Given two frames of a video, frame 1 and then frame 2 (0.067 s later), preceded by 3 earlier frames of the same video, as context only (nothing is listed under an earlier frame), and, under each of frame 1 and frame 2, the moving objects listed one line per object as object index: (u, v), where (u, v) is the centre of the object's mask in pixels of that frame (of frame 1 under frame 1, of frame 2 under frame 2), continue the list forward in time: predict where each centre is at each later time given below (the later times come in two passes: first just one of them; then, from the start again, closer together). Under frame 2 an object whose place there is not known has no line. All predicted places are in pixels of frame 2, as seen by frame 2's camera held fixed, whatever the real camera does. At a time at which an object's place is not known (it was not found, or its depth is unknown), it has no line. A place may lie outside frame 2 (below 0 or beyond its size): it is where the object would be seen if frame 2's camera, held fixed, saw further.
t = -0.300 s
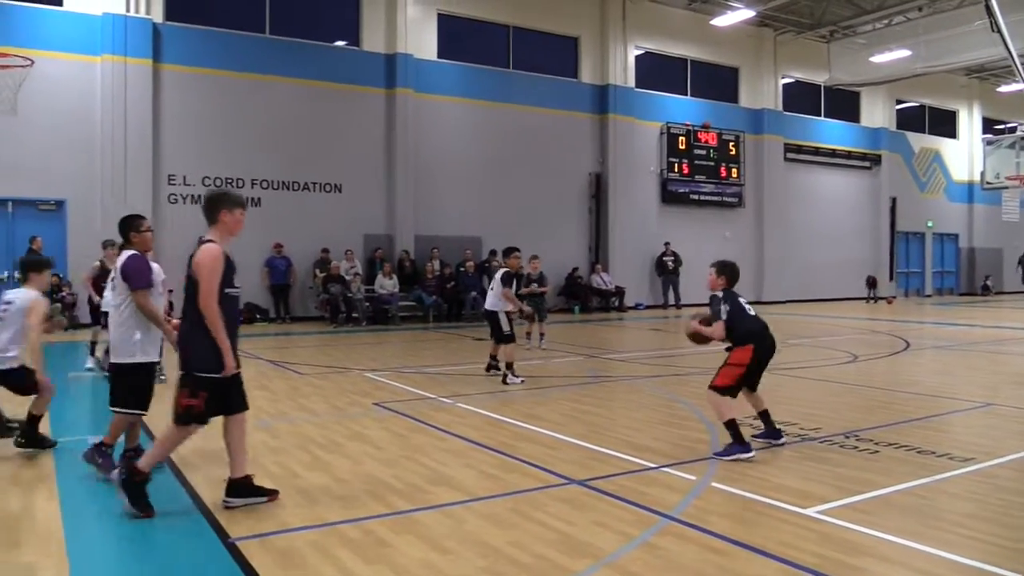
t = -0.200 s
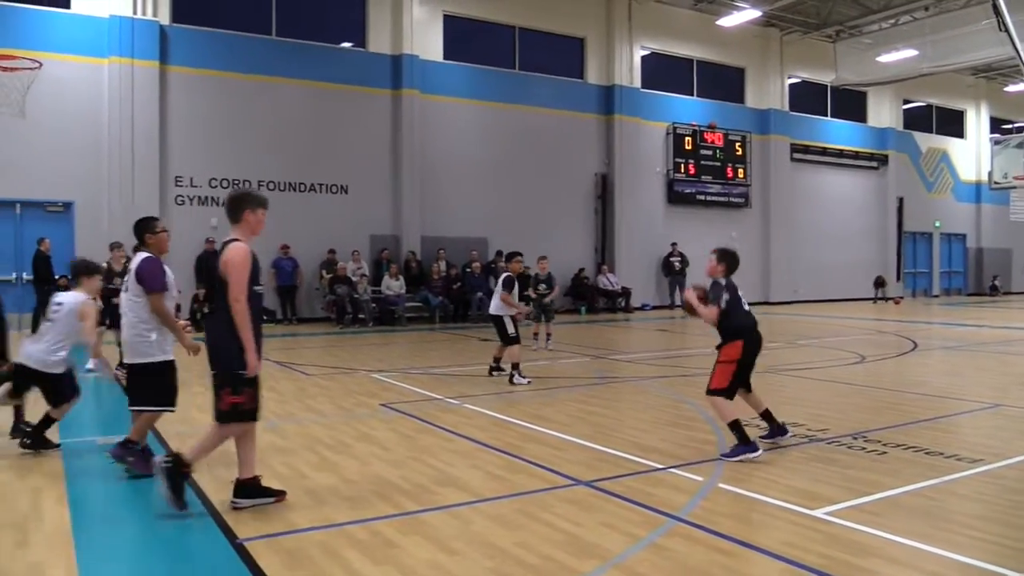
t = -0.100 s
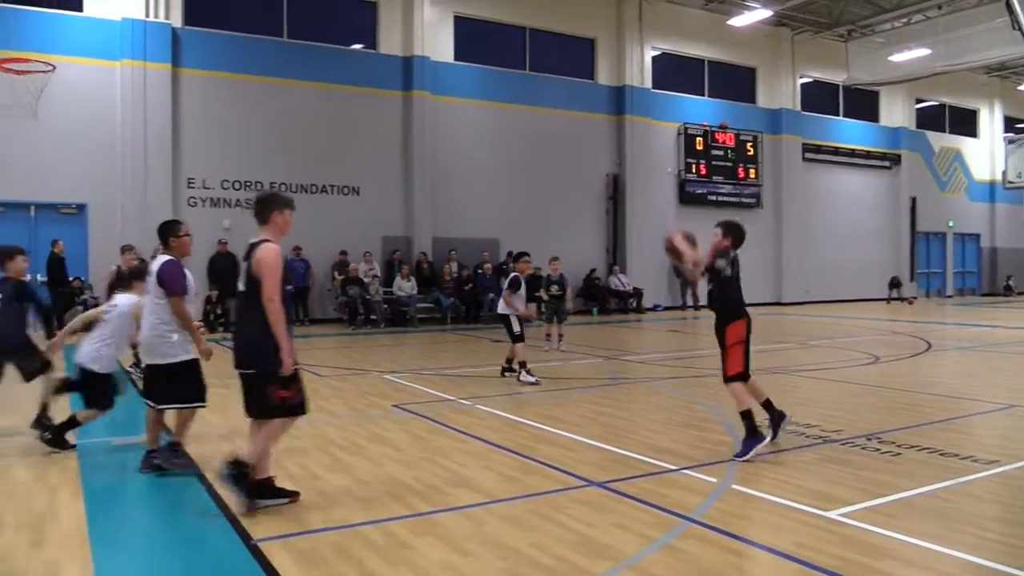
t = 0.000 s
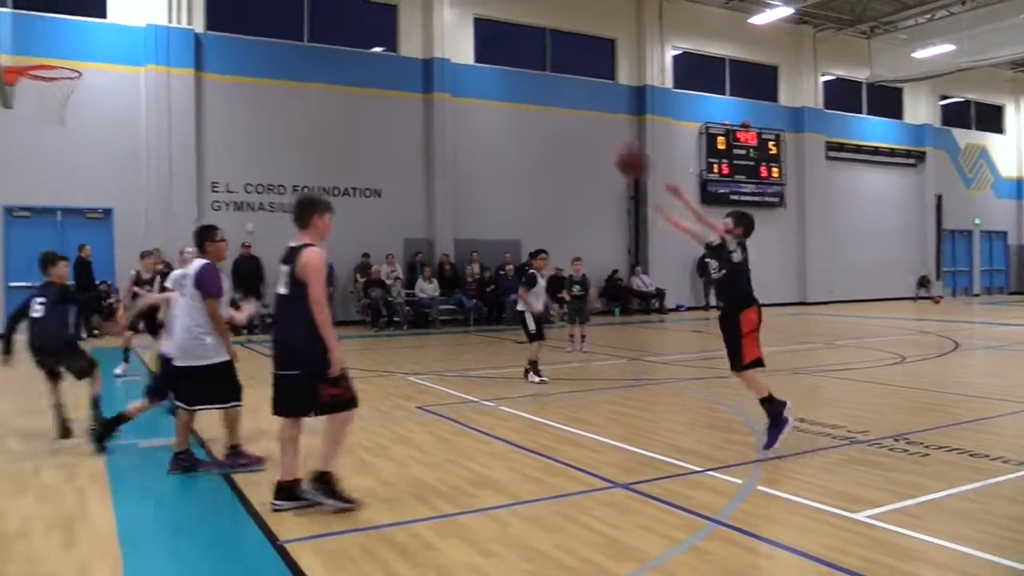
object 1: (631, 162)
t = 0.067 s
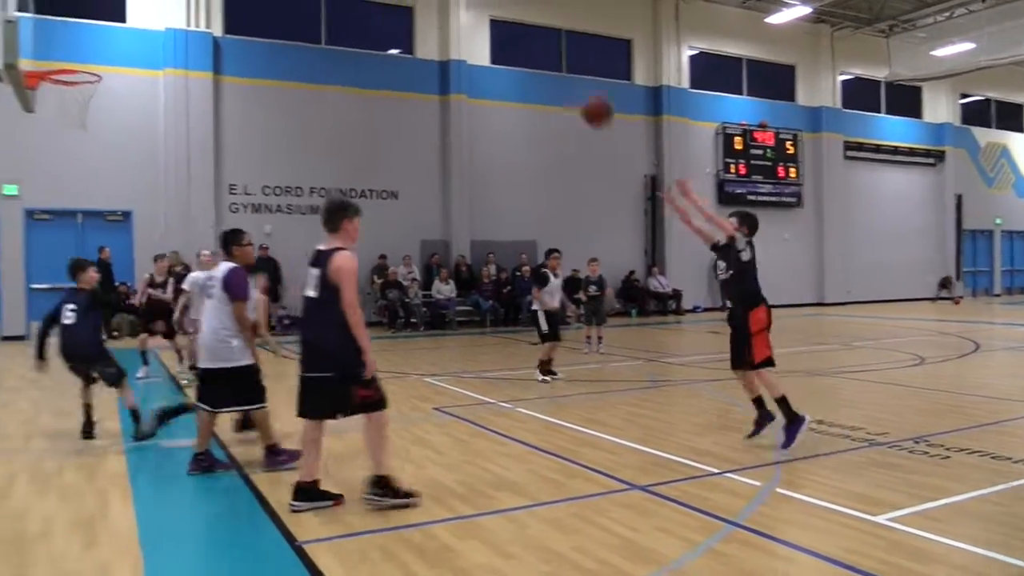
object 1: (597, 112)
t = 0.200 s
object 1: (503, 32)
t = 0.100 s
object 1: (572, 89)
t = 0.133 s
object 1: (549, 66)
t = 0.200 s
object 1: (503, 32)
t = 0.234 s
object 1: (477, 16)
